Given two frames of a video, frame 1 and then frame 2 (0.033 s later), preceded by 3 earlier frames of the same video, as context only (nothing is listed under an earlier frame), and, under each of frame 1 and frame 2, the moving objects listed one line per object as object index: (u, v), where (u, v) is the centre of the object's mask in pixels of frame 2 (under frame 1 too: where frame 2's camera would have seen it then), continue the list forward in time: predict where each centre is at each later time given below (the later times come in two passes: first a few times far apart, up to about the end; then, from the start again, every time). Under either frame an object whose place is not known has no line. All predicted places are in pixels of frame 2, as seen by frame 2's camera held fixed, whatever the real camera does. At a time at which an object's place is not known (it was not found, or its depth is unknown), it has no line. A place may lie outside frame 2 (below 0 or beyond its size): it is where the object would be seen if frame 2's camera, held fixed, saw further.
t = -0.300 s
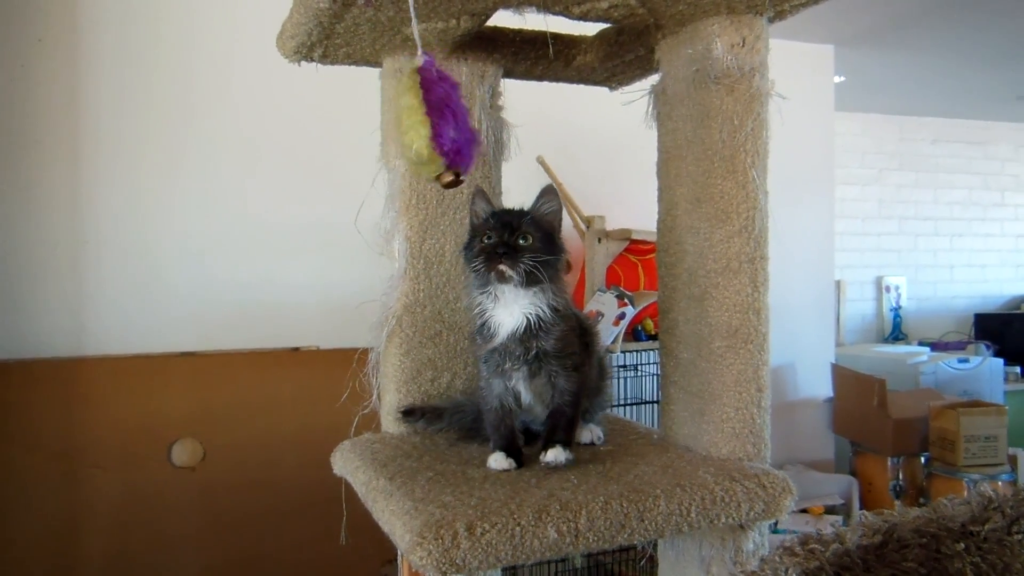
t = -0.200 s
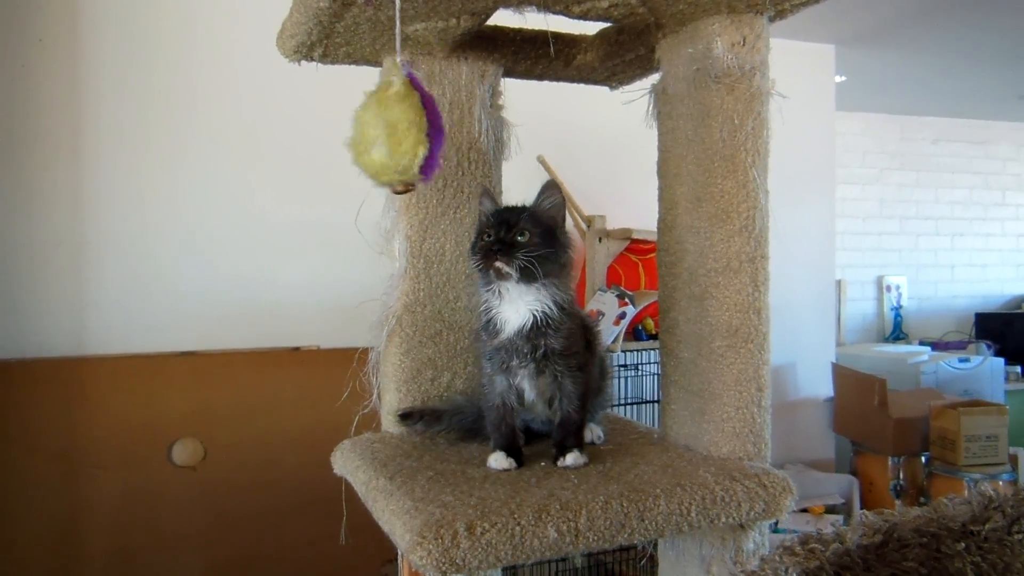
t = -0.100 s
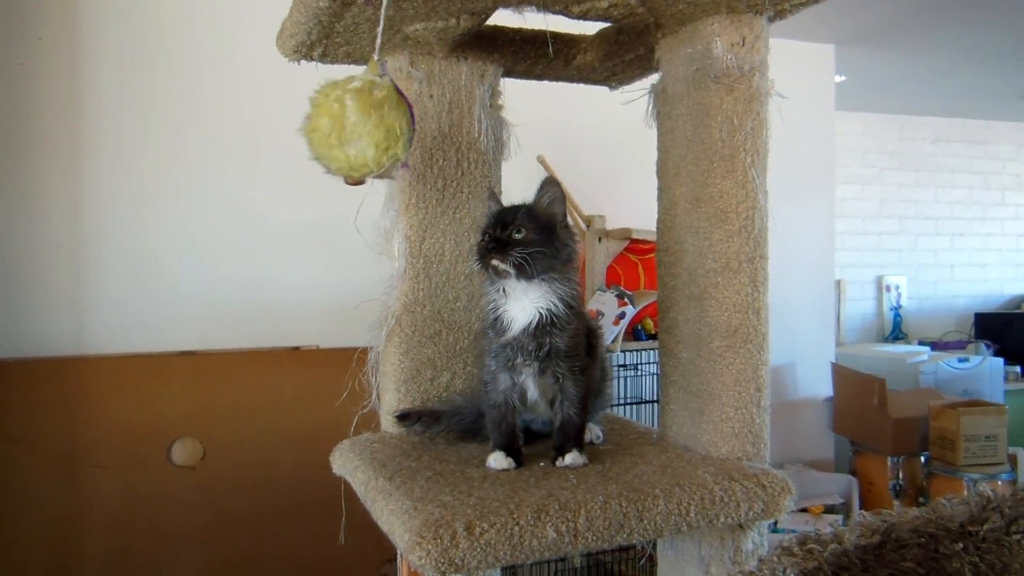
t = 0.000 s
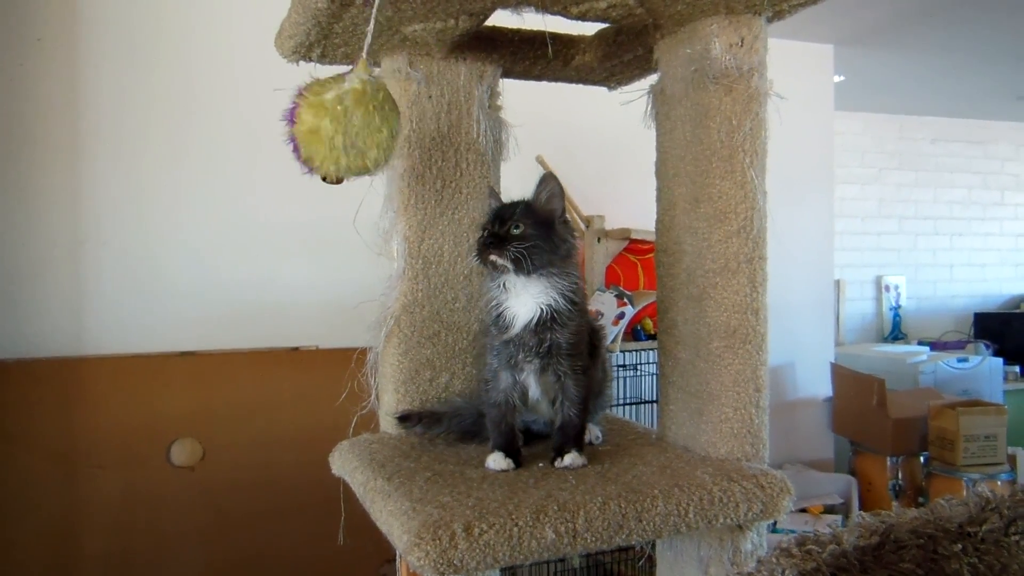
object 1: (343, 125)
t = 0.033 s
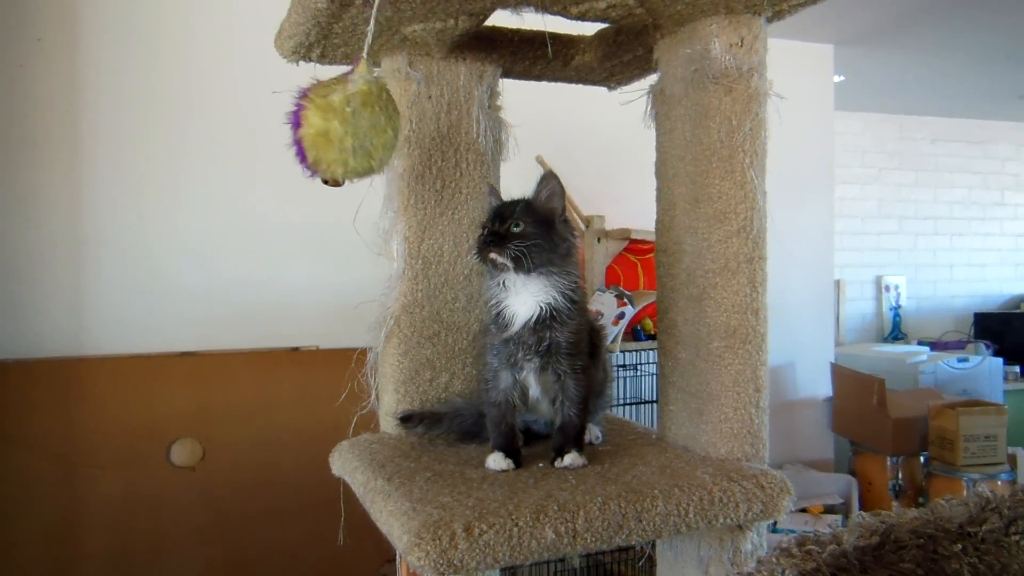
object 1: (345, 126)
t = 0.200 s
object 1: (398, 122)
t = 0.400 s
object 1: (450, 112)
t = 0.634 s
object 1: (372, 131)
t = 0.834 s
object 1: (351, 128)
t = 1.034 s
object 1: (426, 118)
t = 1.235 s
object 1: (439, 122)
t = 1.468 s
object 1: (353, 127)
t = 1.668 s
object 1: (366, 129)
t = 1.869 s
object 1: (444, 115)
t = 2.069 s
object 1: (417, 129)
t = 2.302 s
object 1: (343, 126)
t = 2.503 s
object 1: (389, 128)
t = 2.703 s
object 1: (446, 118)
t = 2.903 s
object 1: (394, 131)
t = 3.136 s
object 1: (346, 125)
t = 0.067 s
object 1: (350, 127)
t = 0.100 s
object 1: (358, 128)
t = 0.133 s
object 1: (371, 127)
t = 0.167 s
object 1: (385, 124)
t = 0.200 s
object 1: (398, 122)
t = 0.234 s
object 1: (413, 119)
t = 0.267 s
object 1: (427, 115)
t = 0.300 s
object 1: (439, 110)
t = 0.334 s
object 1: (448, 107)
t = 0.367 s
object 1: (451, 109)
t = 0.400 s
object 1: (450, 112)
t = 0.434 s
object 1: (443, 118)
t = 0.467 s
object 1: (435, 123)
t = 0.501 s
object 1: (425, 128)
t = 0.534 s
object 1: (412, 131)
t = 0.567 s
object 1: (399, 132)
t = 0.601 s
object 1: (385, 132)
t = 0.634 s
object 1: (372, 131)
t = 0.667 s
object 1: (361, 129)
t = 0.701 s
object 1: (353, 127)
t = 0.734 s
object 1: (347, 125)
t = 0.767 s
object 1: (345, 125)
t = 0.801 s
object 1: (346, 126)
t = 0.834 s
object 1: (351, 128)
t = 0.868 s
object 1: (359, 129)
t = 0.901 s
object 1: (370, 129)
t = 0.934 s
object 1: (384, 128)
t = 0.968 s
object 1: (398, 125)
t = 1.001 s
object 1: (412, 122)
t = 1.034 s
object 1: (426, 118)
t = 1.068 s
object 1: (438, 115)
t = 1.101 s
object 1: (446, 112)
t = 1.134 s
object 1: (450, 112)
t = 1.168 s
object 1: (450, 114)
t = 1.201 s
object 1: (446, 117)
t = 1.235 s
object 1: (439, 122)
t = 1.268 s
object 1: (428, 127)
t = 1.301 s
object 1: (415, 130)
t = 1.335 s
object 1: (401, 131)
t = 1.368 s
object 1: (387, 132)
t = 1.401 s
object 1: (373, 131)
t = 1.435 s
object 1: (362, 129)
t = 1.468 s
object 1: (353, 127)
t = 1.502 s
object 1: (347, 126)
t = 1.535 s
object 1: (345, 126)
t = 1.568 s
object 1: (345, 126)
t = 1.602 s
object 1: (348, 127)
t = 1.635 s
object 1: (355, 128)
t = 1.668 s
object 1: (366, 129)
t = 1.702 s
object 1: (379, 129)
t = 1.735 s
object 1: (393, 127)
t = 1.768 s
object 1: (407, 124)
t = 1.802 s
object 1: (423, 122)
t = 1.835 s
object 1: (436, 118)
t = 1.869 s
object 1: (444, 115)
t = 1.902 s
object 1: (449, 114)
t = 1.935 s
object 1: (448, 115)
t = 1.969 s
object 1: (445, 118)
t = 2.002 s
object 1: (438, 121)
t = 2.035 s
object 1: (429, 125)
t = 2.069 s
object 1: (417, 129)
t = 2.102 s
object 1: (402, 129)
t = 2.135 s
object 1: (389, 130)
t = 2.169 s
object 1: (375, 130)
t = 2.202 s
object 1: (363, 129)
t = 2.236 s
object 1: (353, 128)
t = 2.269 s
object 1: (347, 126)
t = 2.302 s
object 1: (343, 126)
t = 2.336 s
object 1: (342, 126)
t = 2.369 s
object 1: (345, 126)
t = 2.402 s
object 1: (352, 128)
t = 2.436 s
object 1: (362, 130)
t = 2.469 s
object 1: (375, 130)
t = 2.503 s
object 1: (389, 128)
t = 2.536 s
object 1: (404, 127)
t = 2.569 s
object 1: (416, 123)
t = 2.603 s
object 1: (430, 123)
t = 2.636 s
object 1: (438, 120)
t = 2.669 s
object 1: (444, 118)
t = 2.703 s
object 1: (446, 118)
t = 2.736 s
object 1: (445, 119)
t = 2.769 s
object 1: (441, 123)
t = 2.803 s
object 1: (432, 127)
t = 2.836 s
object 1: (420, 131)
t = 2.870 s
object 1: (407, 130)
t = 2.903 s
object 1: (394, 131)
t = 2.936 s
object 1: (380, 131)
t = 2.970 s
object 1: (368, 130)
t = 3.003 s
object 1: (358, 128)
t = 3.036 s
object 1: (350, 127)
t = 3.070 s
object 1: (346, 125)
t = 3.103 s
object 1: (344, 125)
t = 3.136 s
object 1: (346, 125)
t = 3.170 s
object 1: (352, 126)
